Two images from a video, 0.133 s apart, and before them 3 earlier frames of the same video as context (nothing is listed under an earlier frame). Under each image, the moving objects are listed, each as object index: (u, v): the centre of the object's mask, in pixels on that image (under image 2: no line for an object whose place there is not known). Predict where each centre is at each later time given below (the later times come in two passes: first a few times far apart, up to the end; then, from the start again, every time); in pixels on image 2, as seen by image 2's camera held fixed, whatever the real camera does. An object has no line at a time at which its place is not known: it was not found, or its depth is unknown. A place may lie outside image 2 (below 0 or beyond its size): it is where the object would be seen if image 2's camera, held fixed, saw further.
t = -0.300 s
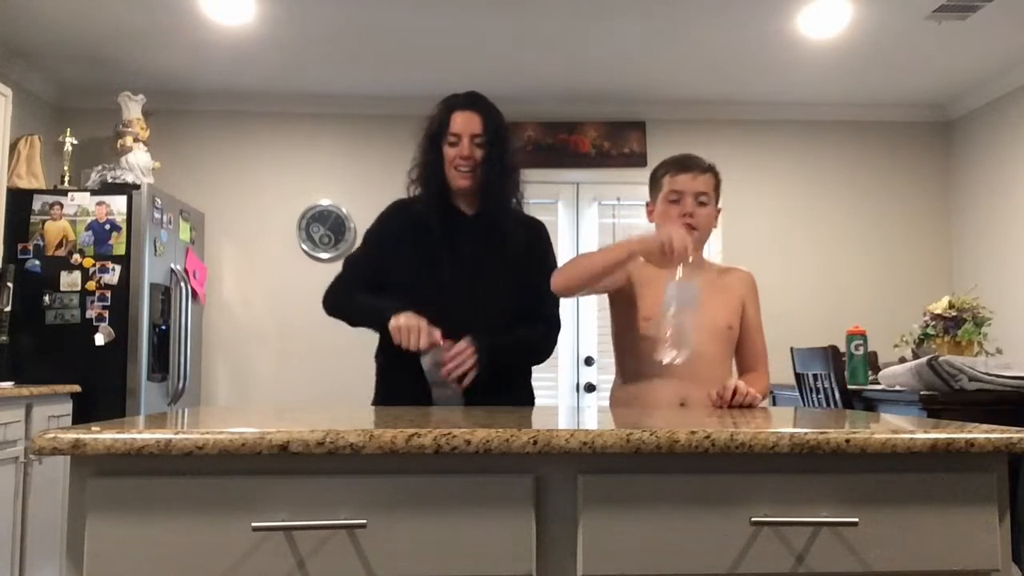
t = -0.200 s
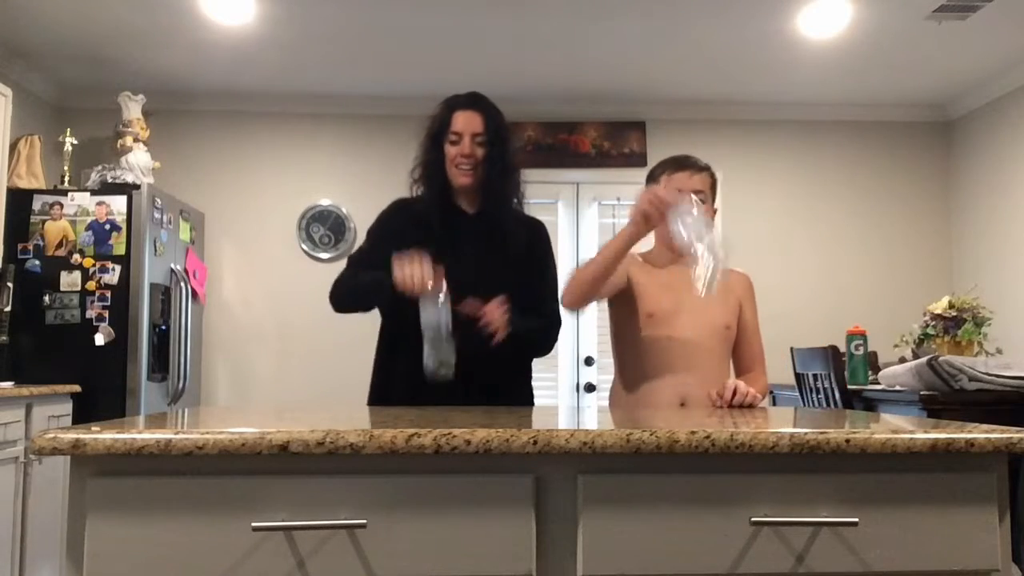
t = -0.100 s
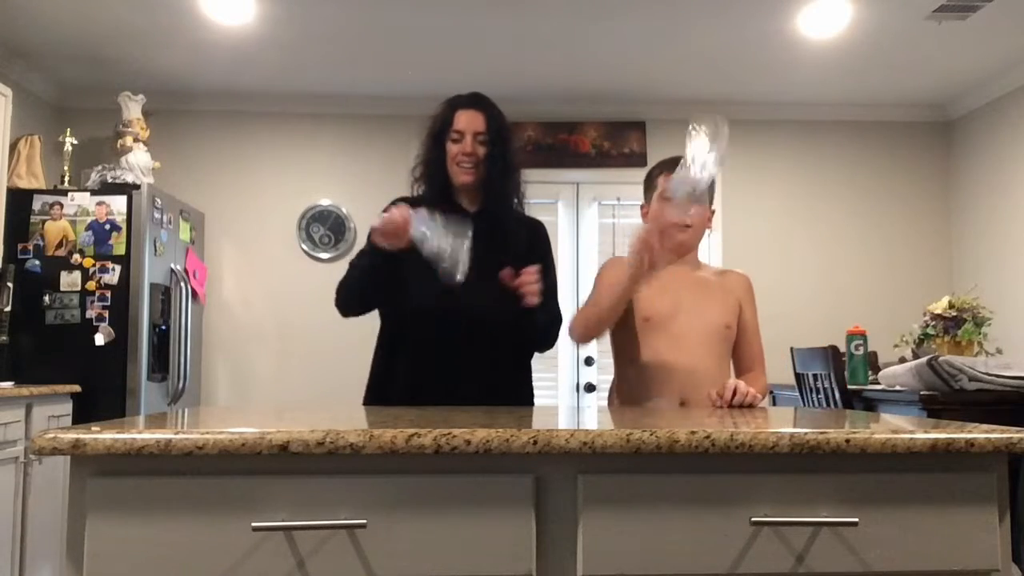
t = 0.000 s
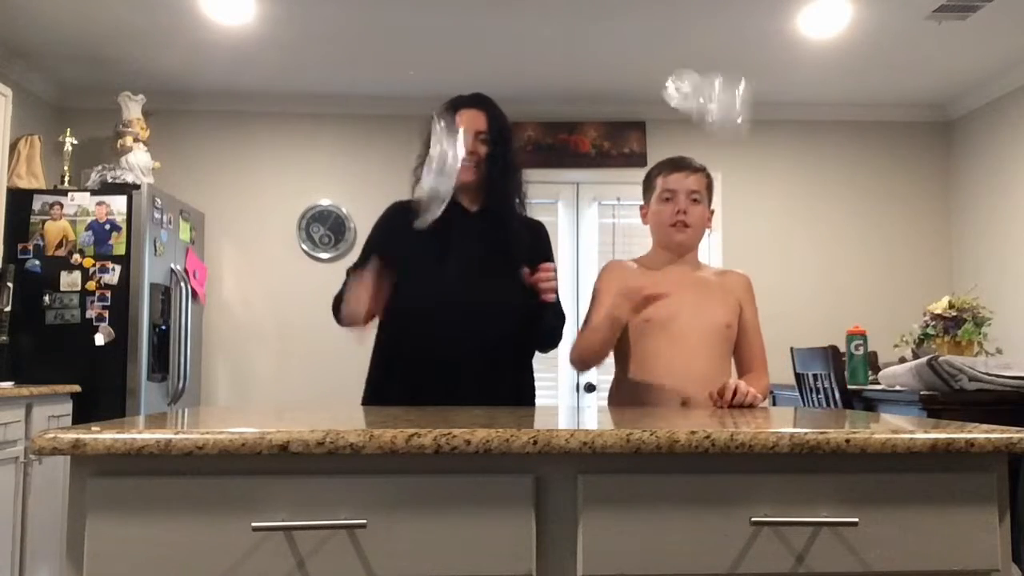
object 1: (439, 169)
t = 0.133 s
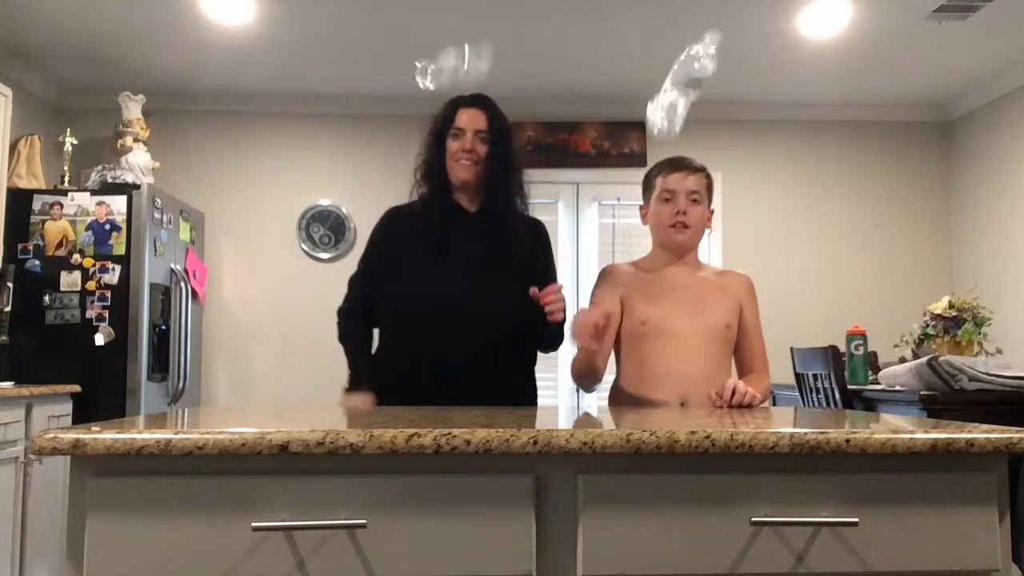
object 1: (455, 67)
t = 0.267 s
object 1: (442, 71)
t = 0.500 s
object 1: (414, 333)
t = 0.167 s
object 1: (453, 57)
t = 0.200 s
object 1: (448, 55)
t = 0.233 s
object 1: (445, 61)
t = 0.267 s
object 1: (442, 71)
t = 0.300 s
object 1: (438, 89)
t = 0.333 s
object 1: (434, 111)
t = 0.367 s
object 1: (431, 141)
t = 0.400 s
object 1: (426, 178)
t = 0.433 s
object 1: (422, 226)
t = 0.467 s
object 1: (418, 278)
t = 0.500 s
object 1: (414, 333)
